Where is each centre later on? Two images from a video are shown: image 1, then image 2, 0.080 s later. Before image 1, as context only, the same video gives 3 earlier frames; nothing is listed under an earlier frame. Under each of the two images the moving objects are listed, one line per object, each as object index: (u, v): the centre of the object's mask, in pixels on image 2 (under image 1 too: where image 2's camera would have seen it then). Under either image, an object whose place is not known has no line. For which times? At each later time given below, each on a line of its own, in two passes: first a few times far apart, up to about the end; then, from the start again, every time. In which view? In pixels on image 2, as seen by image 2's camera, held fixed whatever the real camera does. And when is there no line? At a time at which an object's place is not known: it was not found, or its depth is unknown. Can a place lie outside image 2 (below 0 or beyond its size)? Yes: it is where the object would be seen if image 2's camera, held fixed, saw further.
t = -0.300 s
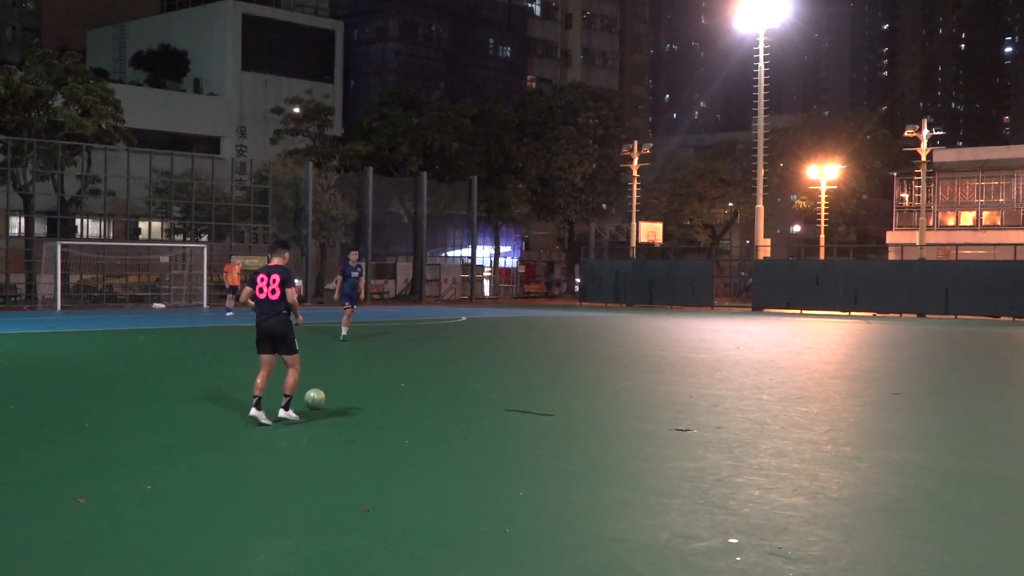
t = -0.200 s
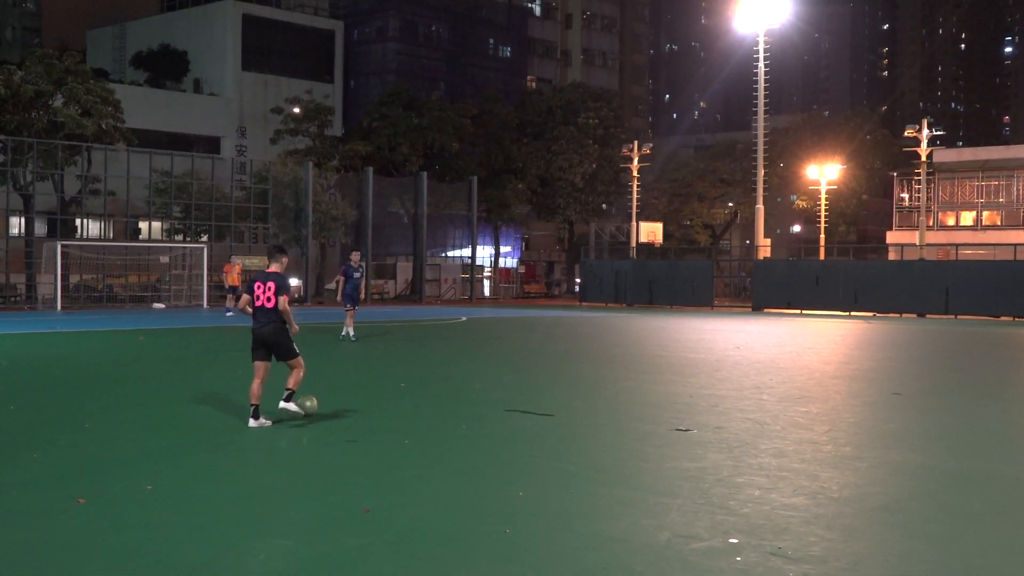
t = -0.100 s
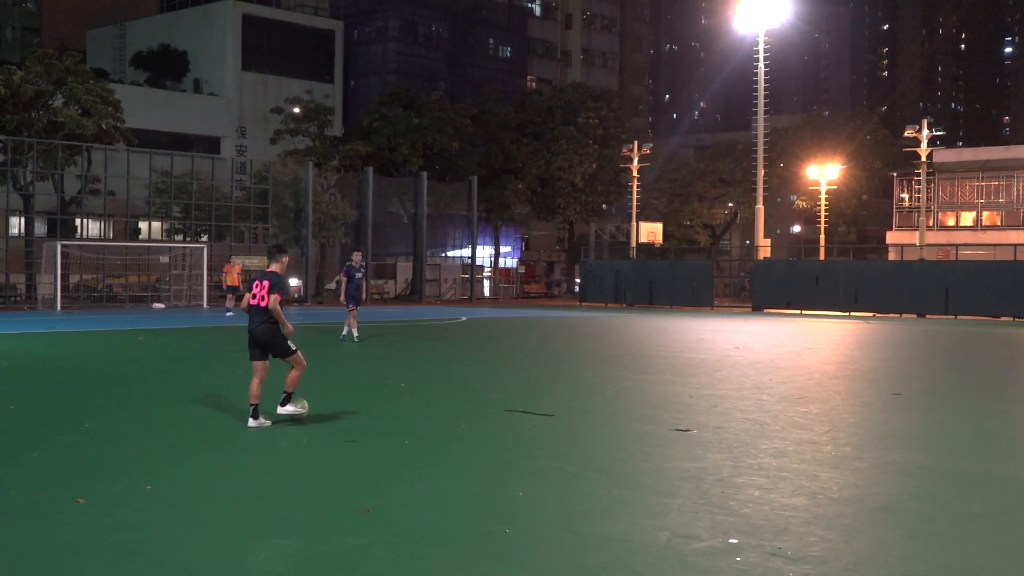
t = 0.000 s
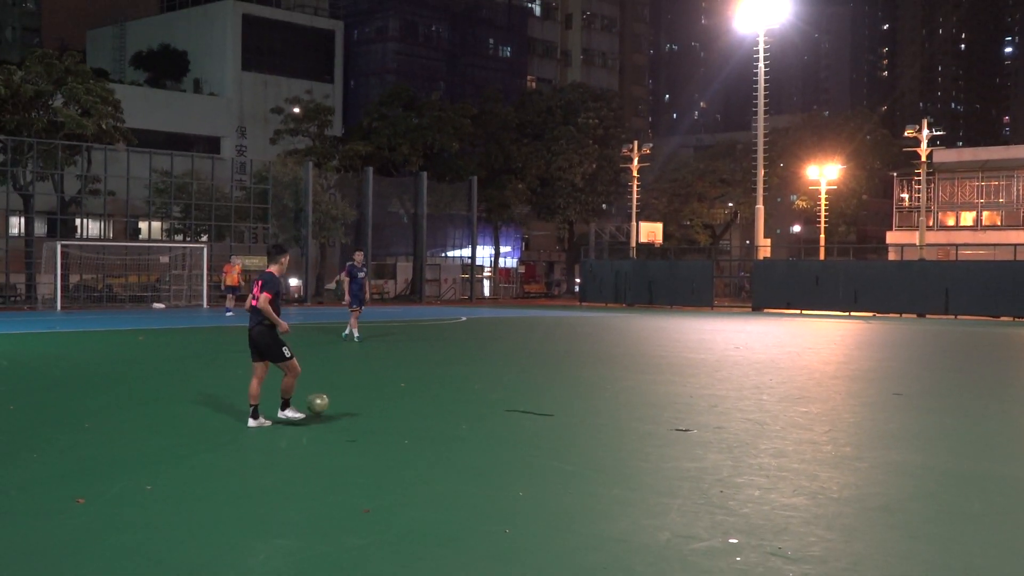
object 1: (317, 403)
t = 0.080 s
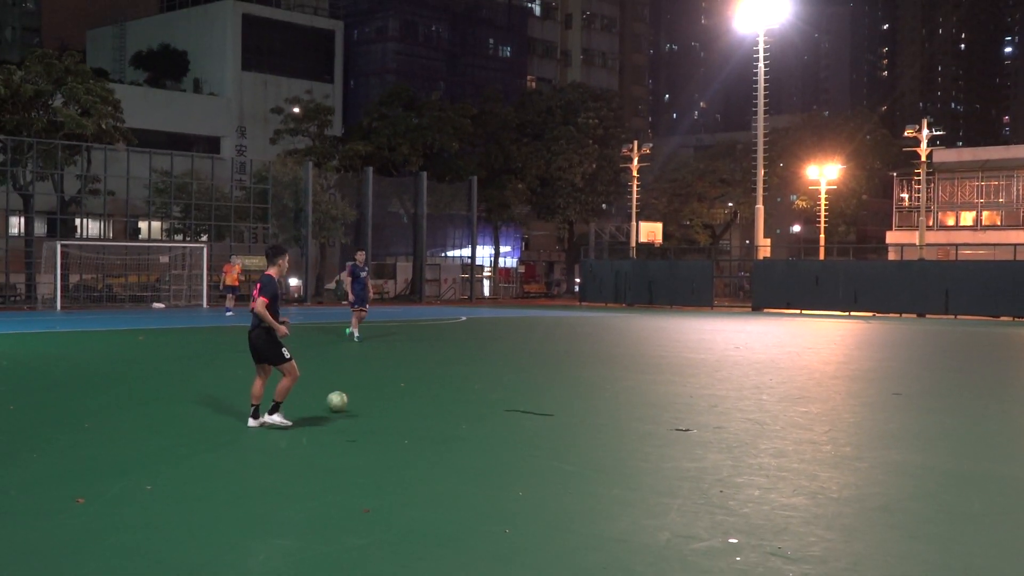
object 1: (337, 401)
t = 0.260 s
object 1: (367, 394)
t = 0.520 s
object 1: (395, 387)
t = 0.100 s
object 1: (341, 400)
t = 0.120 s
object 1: (344, 398)
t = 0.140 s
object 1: (348, 397)
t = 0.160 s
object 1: (351, 396)
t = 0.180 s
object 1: (355, 395)
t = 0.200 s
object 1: (358, 395)
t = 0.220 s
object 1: (361, 395)
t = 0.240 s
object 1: (364, 395)
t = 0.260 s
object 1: (367, 394)
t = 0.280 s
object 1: (369, 393)
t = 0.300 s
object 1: (372, 392)
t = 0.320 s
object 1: (374, 392)
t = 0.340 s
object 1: (377, 392)
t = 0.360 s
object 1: (379, 392)
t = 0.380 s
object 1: (381, 391)
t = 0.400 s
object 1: (384, 390)
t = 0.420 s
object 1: (386, 390)
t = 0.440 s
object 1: (388, 389)
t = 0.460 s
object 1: (389, 389)
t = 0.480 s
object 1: (391, 389)
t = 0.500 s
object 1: (393, 388)
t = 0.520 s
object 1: (395, 387)
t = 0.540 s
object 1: (397, 387)
